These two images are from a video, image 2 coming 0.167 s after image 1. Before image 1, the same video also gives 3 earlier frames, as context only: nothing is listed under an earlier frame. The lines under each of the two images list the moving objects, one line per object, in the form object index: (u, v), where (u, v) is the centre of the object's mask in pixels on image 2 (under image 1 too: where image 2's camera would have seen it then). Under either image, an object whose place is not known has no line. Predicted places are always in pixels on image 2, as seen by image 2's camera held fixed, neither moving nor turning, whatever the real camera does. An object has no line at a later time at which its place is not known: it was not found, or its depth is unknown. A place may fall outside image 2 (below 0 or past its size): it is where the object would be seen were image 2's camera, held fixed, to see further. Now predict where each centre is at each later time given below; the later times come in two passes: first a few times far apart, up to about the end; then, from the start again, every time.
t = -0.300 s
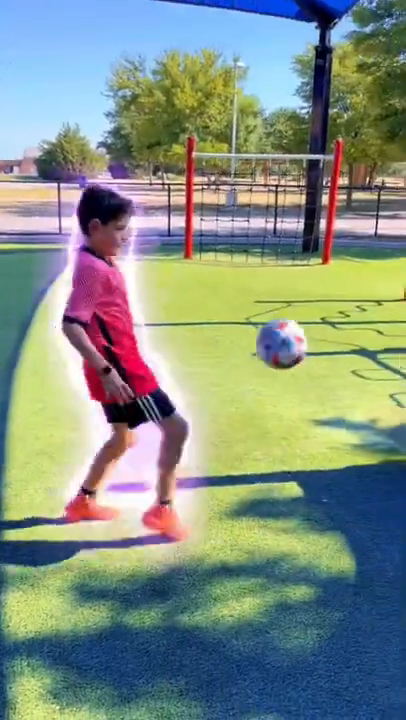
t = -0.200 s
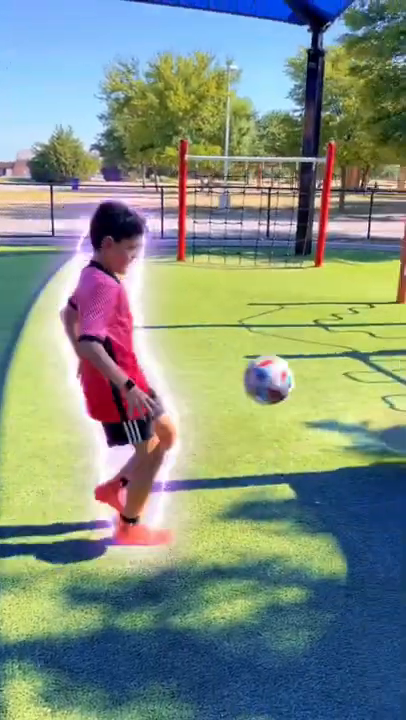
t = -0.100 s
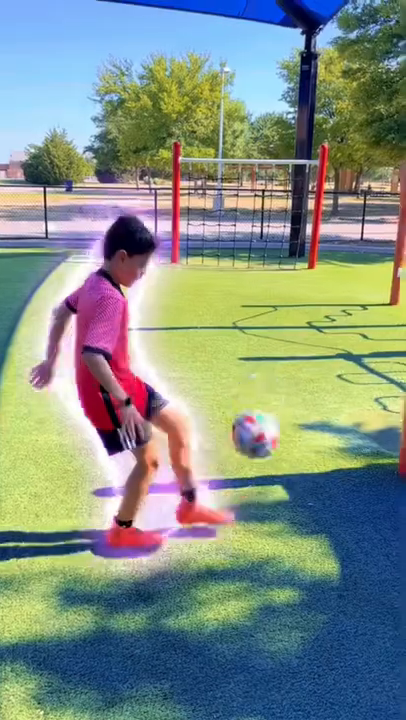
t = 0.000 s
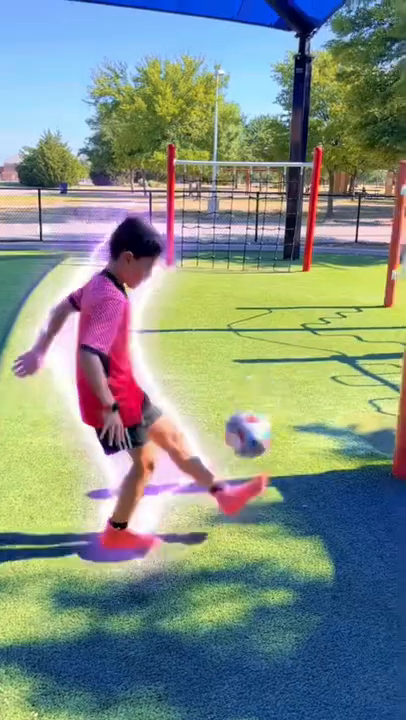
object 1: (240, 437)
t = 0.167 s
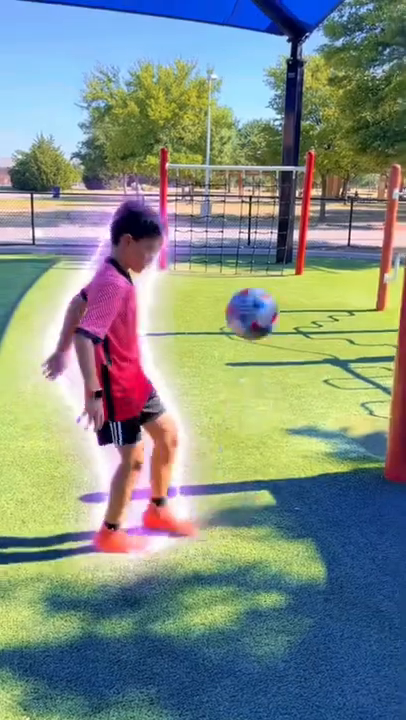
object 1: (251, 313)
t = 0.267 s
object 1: (258, 263)
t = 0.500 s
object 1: (265, 244)
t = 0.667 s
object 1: (268, 320)
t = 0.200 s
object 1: (254, 295)
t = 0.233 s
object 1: (256, 277)
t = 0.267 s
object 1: (258, 263)
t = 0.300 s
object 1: (259, 251)
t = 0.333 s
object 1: (260, 242)
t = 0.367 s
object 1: (261, 237)
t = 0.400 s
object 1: (262, 234)
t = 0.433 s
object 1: (263, 236)
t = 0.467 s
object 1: (263, 237)
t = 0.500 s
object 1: (265, 244)
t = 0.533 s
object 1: (267, 253)
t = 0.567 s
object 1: (268, 266)
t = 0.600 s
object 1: (268, 280)
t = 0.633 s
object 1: (268, 299)
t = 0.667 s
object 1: (268, 320)
